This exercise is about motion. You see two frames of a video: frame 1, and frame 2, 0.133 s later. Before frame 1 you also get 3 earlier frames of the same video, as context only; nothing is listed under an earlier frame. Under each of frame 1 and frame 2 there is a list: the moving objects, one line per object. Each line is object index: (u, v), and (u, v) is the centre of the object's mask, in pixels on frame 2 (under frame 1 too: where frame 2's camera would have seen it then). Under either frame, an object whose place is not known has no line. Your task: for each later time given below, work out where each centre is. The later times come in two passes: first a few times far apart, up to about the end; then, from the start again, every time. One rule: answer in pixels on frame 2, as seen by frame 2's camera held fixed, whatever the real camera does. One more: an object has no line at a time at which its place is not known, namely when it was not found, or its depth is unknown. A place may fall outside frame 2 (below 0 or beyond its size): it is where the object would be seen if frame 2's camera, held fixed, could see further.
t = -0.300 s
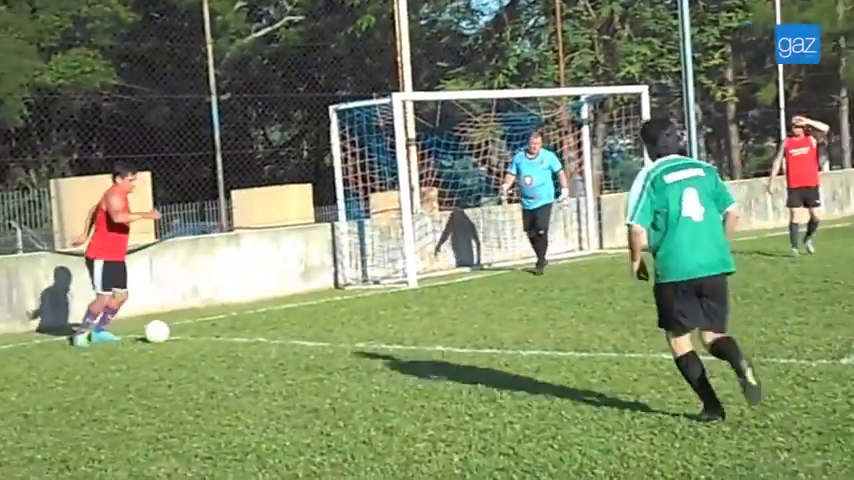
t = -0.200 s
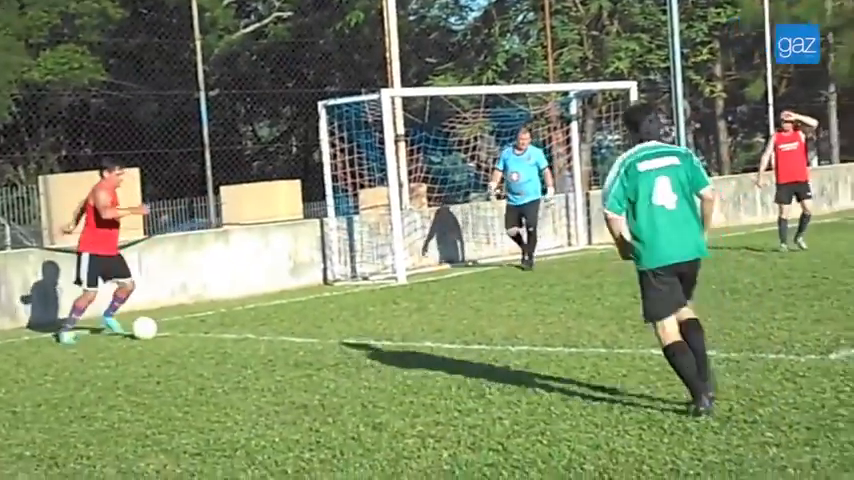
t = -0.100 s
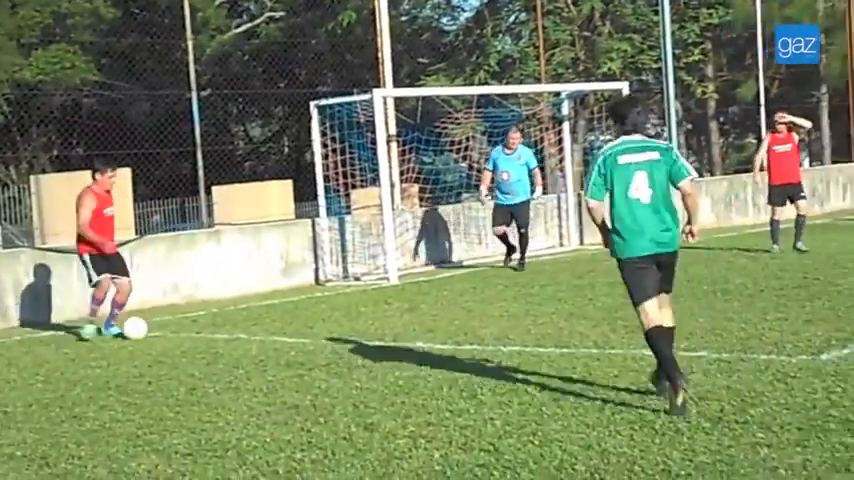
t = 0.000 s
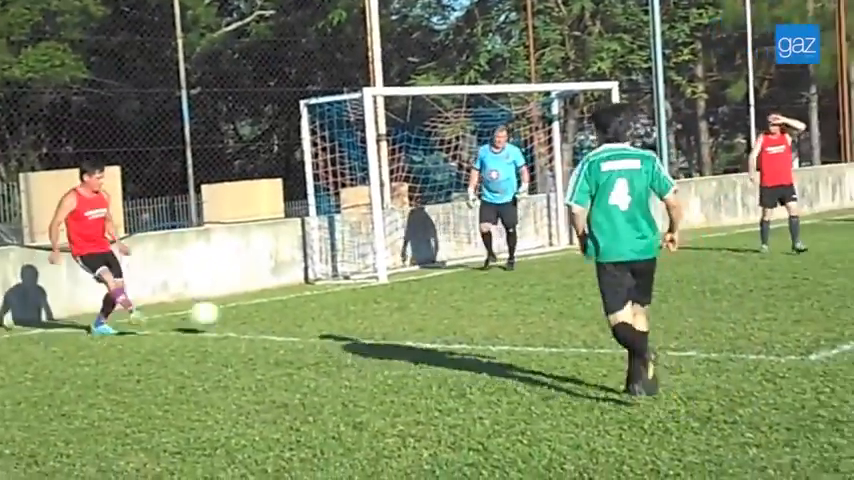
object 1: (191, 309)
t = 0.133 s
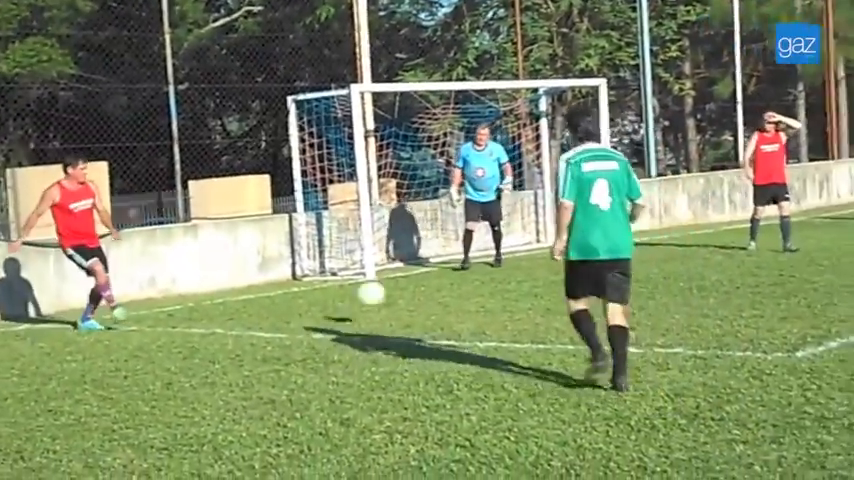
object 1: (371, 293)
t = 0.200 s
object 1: (462, 292)
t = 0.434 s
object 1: (750, 290)
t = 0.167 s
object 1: (417, 292)
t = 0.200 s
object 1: (462, 292)
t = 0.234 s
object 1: (509, 294)
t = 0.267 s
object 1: (546, 295)
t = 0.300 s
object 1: (589, 304)
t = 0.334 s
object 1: (647, 308)
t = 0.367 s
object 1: (682, 303)
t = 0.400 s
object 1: (716, 295)
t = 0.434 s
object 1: (750, 290)
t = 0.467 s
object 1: (783, 285)
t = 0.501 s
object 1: (817, 282)
